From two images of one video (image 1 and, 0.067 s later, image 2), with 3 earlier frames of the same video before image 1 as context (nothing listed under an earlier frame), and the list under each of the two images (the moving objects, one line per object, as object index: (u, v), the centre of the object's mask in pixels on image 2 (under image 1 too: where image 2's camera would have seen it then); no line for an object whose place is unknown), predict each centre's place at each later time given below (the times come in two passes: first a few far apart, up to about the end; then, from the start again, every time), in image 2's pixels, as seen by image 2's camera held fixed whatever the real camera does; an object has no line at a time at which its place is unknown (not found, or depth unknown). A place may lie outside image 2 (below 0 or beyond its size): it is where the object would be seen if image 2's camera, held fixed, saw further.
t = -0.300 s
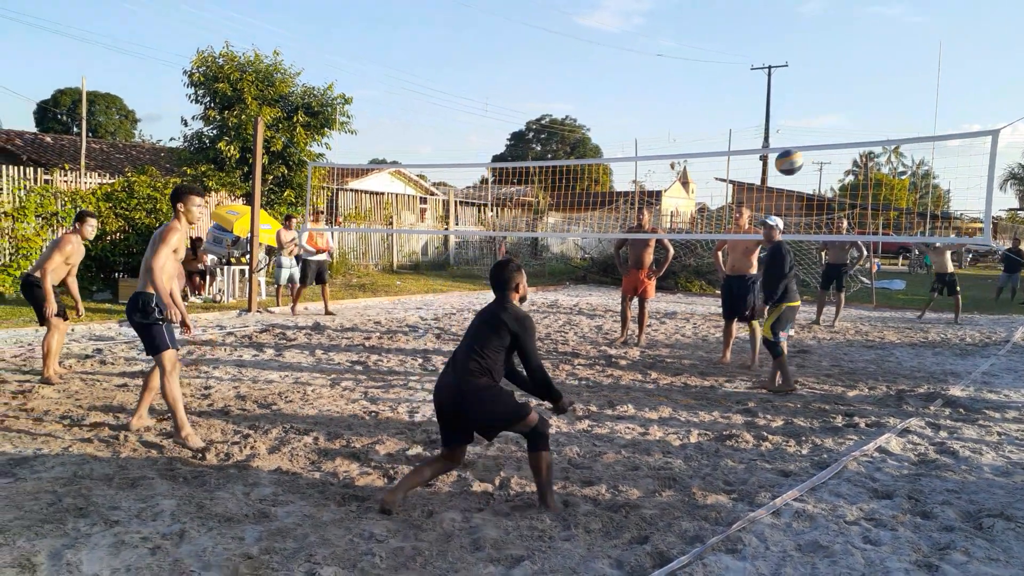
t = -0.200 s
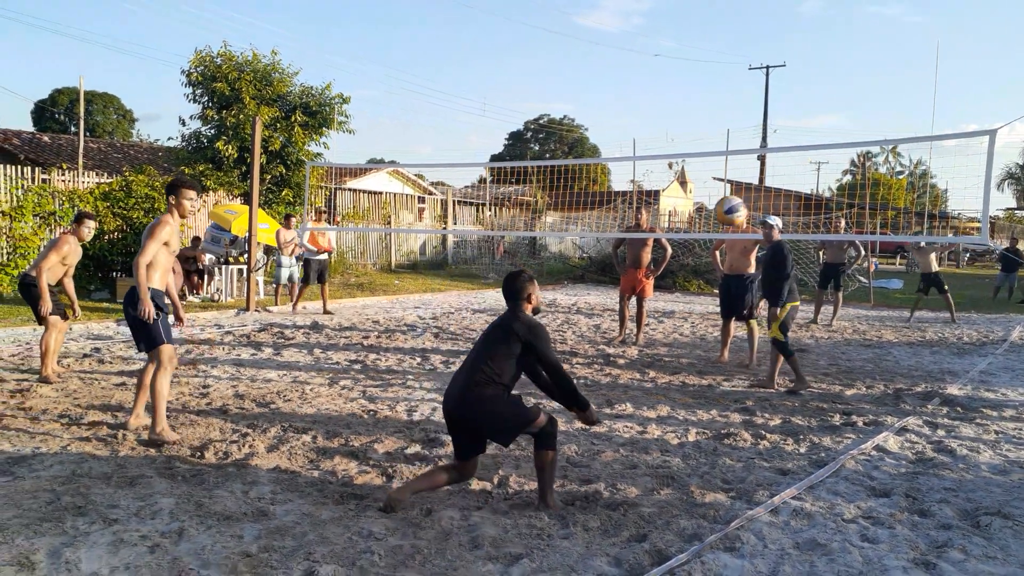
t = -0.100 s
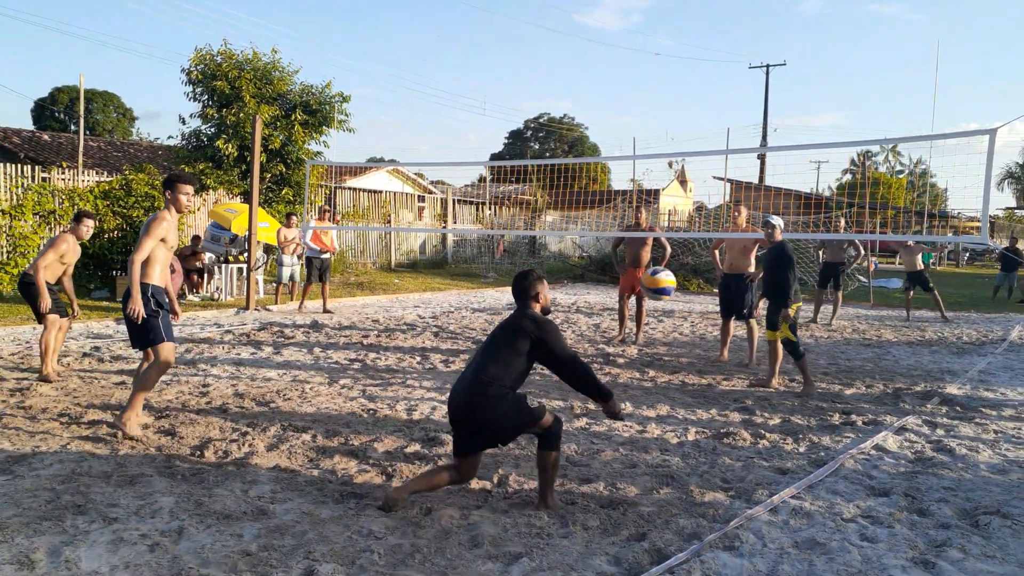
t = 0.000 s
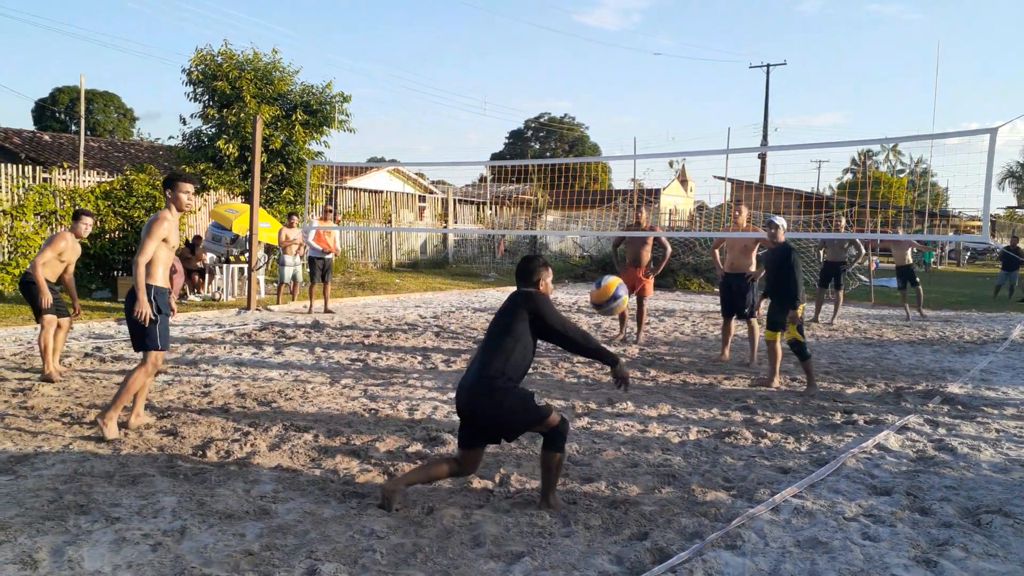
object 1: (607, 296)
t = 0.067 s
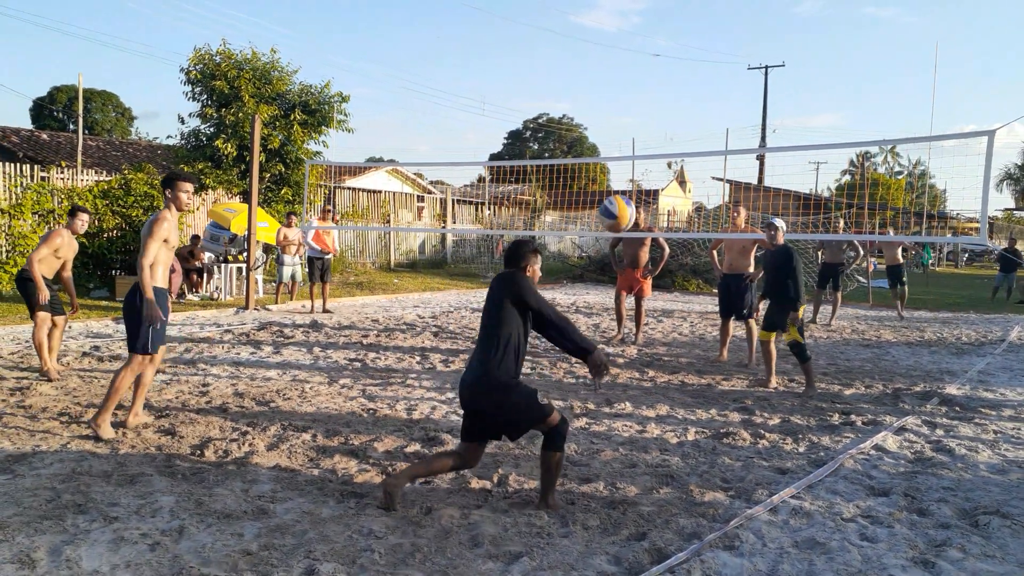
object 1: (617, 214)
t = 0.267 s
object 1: (637, 63)
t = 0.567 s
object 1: (653, 7)
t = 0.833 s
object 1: (661, 49)
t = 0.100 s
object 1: (621, 179)
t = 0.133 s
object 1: (625, 149)
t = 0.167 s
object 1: (628, 122)
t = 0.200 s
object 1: (632, 99)
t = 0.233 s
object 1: (635, 79)
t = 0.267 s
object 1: (637, 63)
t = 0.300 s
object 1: (641, 49)
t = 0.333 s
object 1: (643, 37)
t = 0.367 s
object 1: (644, 28)
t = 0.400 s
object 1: (646, 20)
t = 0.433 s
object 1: (648, 15)
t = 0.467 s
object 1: (650, 11)
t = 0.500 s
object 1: (651, 8)
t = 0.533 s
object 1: (652, 7)
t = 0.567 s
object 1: (653, 7)
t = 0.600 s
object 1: (654, 8)
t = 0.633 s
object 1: (656, 11)
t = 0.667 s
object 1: (657, 14)
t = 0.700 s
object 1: (659, 20)
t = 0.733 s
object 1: (658, 26)
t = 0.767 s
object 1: (659, 33)
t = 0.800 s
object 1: (660, 41)
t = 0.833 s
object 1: (661, 49)
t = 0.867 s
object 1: (662, 59)
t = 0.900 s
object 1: (662, 69)
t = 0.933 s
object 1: (662, 79)
